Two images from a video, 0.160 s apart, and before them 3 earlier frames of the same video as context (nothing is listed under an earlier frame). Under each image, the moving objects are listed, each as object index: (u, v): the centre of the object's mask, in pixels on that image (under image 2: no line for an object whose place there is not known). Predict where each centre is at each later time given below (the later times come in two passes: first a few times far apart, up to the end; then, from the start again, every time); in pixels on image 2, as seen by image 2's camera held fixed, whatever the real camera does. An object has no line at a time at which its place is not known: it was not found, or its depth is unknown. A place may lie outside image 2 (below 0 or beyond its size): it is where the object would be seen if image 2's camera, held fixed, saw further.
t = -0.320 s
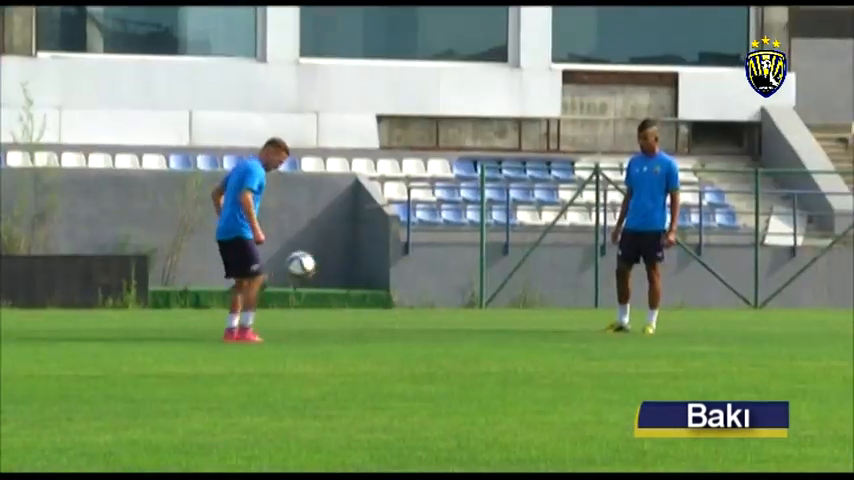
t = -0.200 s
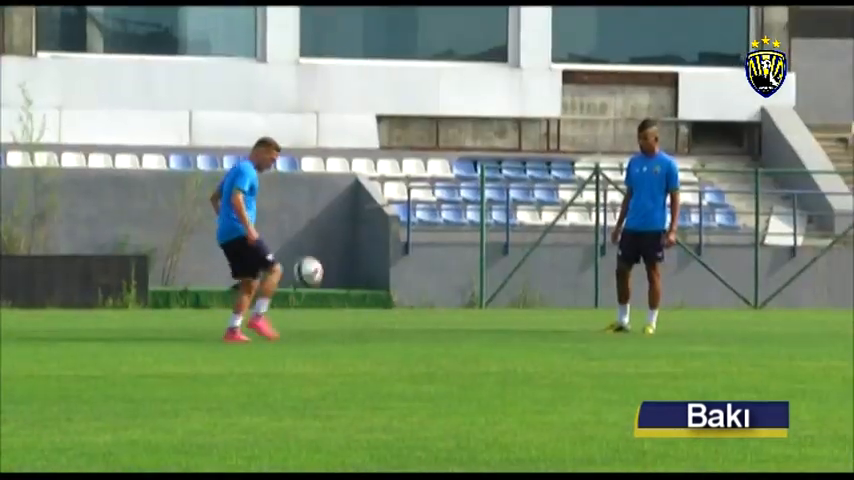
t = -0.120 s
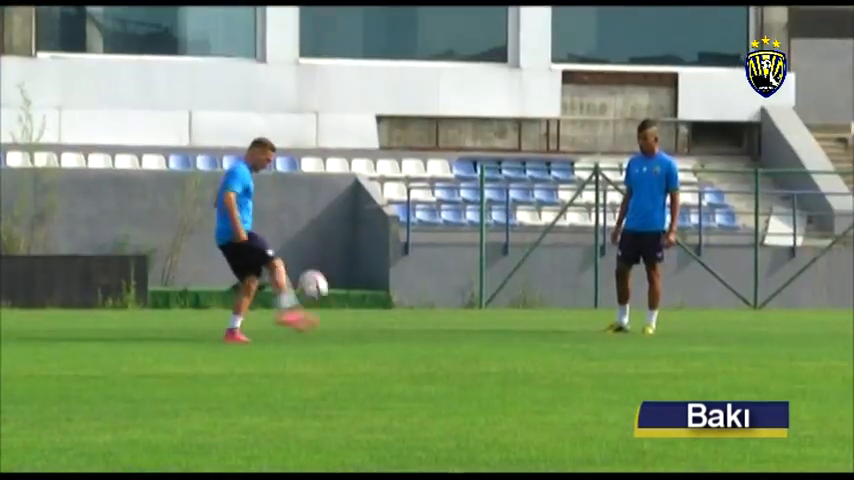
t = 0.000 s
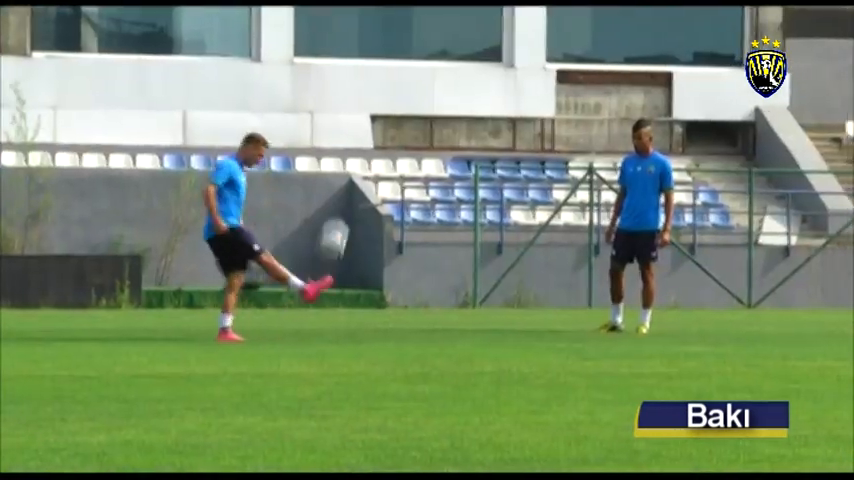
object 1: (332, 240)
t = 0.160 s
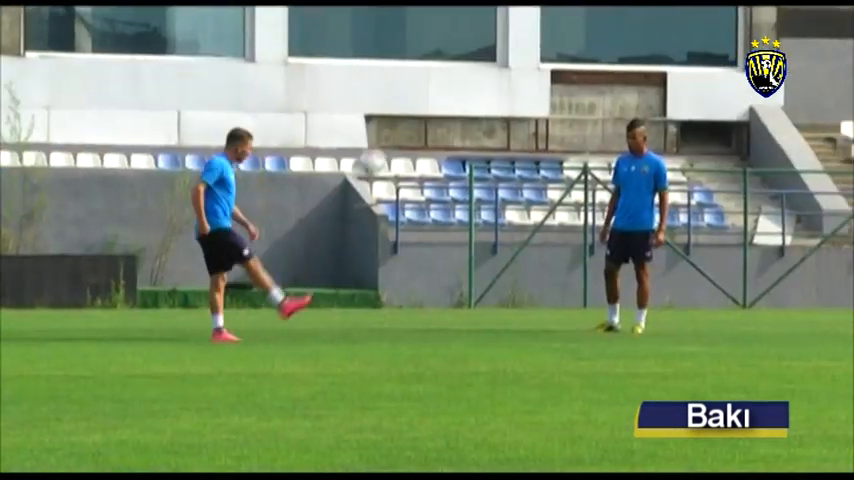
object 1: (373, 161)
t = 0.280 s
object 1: (397, 130)
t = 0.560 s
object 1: (457, 117)
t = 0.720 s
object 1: (489, 149)
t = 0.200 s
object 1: (380, 149)
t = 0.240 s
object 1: (387, 139)
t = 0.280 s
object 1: (397, 130)
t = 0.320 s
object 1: (405, 122)
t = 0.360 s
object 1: (413, 117)
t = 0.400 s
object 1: (424, 114)
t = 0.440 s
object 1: (431, 111)
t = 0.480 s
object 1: (441, 113)
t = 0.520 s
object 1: (448, 112)
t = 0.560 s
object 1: (457, 117)
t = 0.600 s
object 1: (468, 125)
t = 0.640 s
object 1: (474, 129)
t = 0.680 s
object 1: (481, 139)
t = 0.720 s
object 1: (489, 149)
